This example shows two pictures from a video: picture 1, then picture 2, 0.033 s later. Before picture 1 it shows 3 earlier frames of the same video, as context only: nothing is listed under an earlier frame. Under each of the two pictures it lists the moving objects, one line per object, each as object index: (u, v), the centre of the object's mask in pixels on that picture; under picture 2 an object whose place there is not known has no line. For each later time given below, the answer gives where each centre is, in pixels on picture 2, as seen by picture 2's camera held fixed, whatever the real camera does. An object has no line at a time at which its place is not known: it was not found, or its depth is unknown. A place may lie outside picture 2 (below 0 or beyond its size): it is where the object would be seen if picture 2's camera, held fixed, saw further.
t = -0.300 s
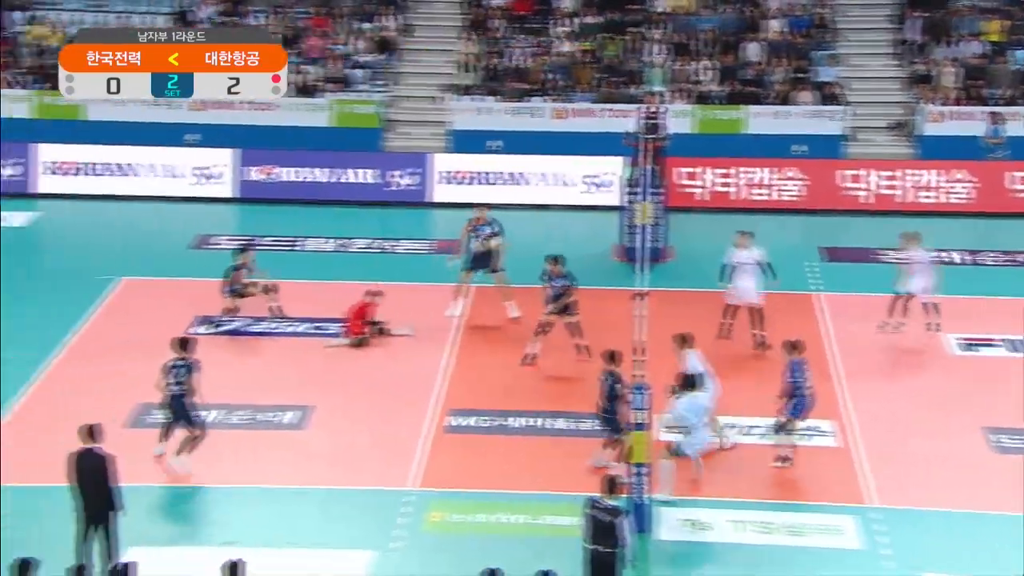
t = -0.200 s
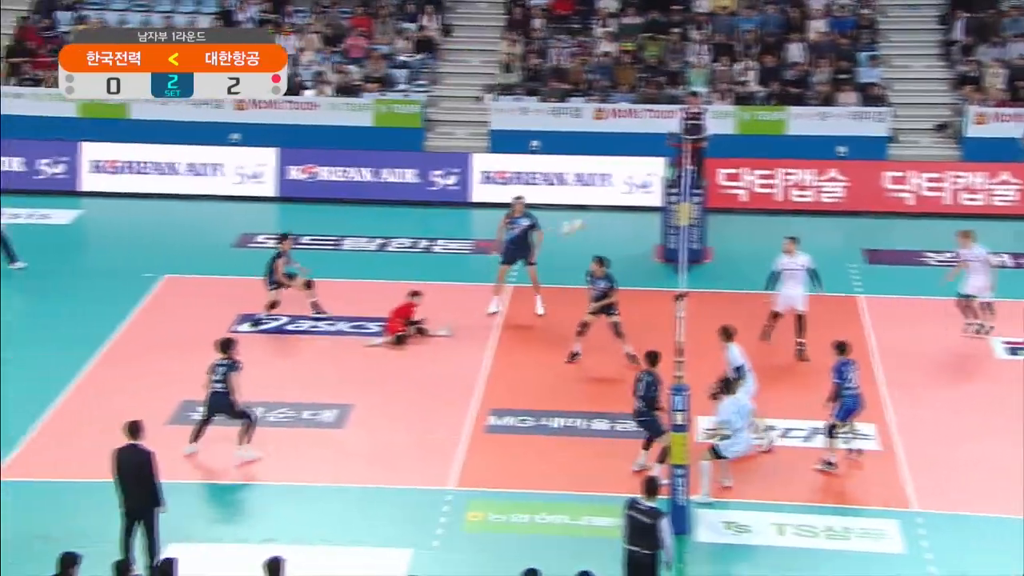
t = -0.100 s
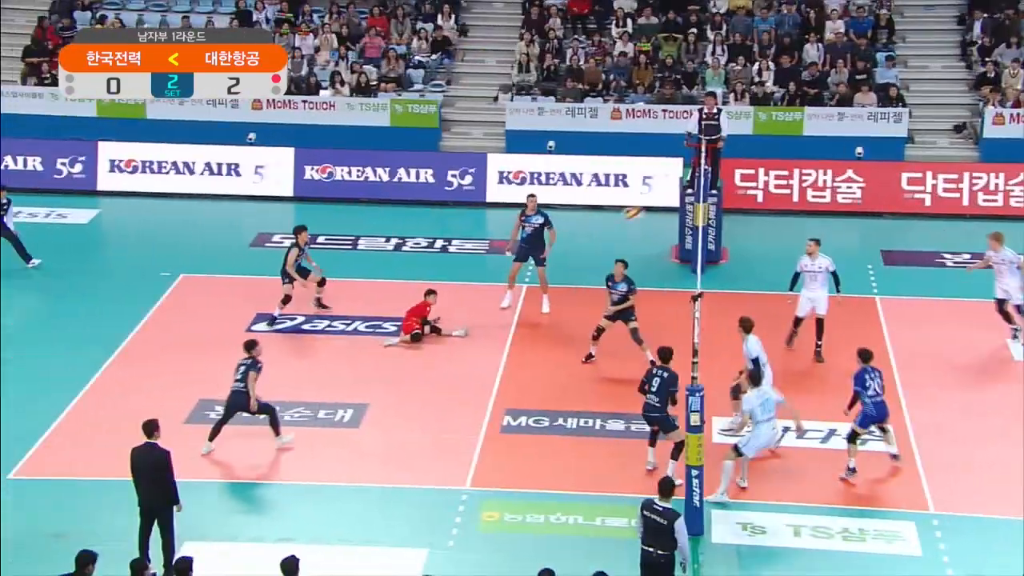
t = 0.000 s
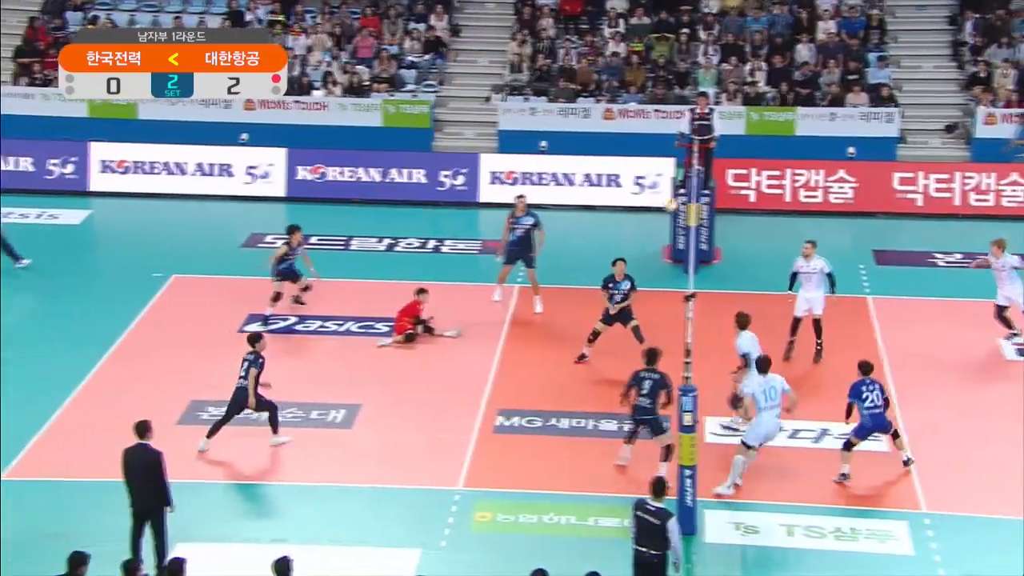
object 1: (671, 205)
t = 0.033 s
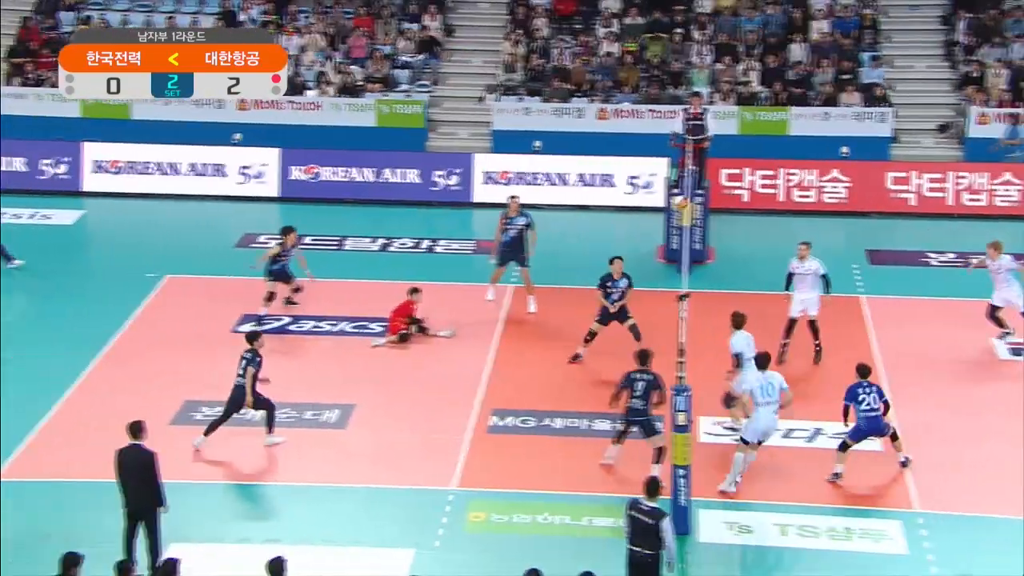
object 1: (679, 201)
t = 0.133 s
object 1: (725, 200)
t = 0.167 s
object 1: (740, 199)
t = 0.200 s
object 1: (755, 202)
